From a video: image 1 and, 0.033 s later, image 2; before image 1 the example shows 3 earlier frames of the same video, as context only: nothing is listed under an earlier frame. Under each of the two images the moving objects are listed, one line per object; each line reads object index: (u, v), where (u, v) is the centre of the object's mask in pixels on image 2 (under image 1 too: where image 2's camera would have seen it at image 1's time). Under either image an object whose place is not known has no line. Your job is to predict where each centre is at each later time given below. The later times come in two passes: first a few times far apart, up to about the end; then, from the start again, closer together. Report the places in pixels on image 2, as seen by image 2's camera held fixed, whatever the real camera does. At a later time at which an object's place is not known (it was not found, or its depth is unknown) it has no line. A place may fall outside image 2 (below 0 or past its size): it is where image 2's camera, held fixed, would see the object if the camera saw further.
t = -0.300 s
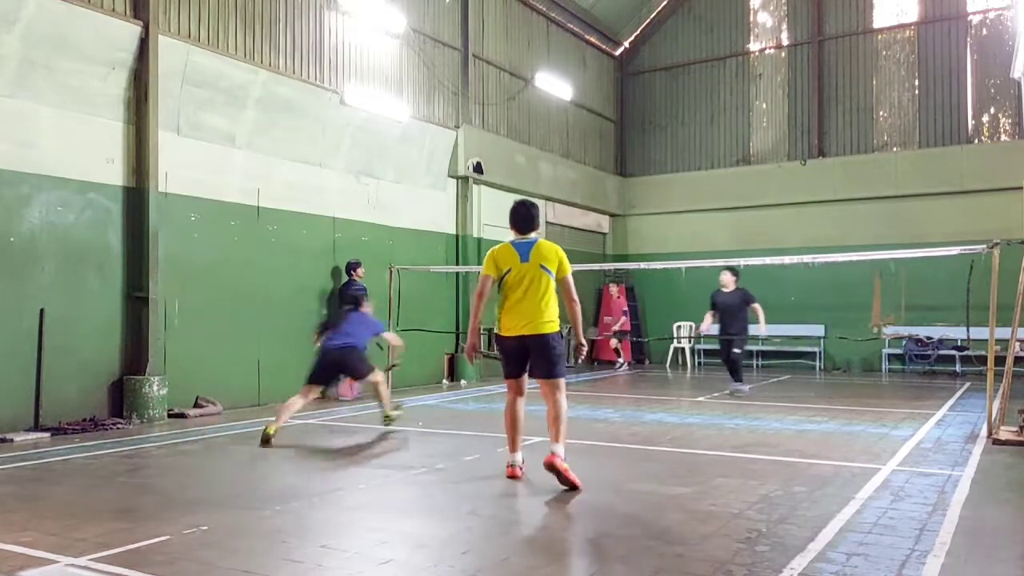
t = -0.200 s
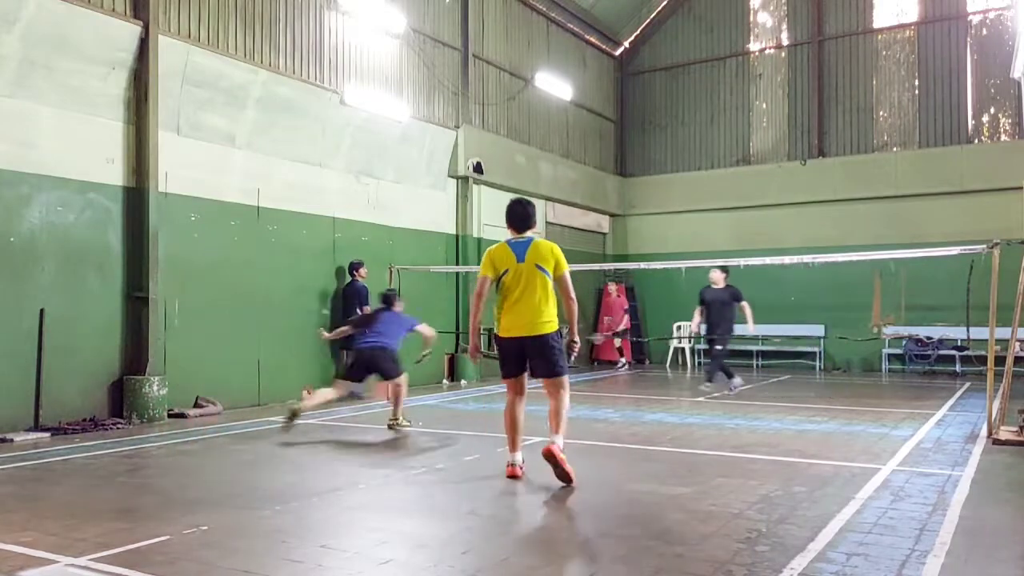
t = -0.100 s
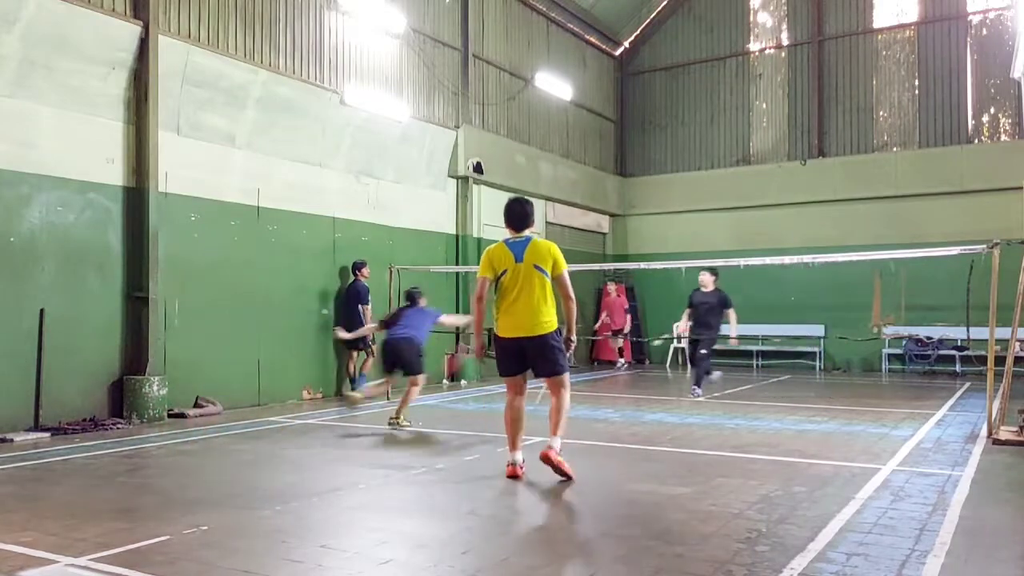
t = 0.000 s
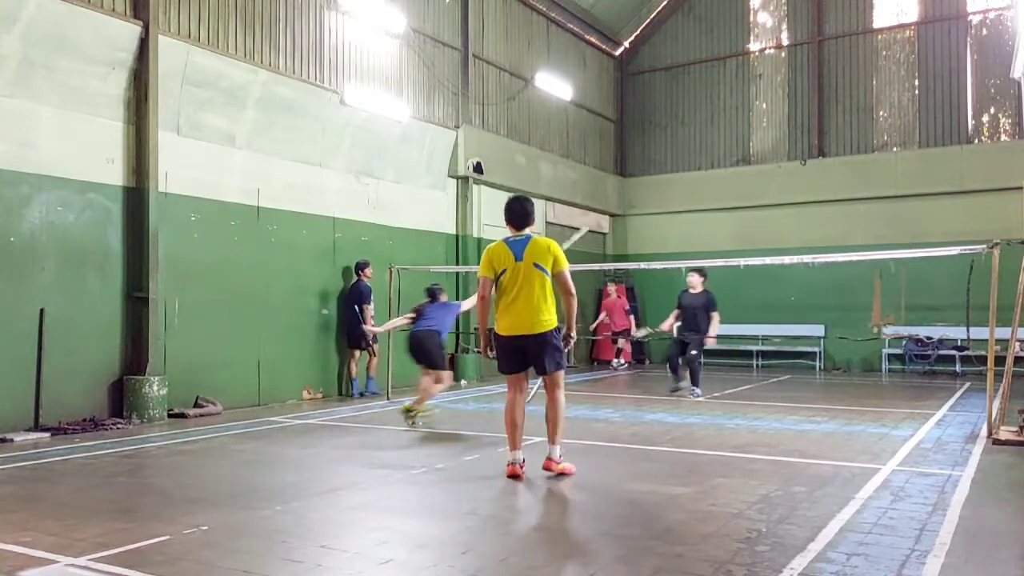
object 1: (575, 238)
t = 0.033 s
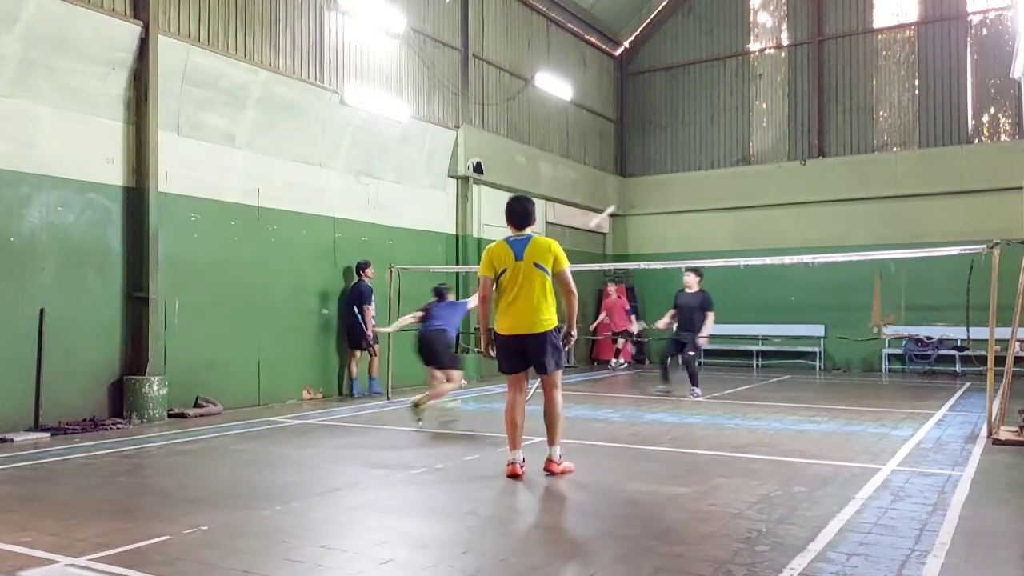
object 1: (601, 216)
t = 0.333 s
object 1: (765, 110)
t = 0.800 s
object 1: (901, 136)
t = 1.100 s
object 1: (960, 222)
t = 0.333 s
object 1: (765, 110)
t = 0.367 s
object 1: (777, 106)
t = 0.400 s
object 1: (788, 104)
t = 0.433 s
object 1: (801, 101)
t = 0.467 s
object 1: (811, 101)
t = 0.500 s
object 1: (821, 100)
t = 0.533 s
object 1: (832, 101)
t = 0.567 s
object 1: (841, 103)
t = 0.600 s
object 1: (850, 105)
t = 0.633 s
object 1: (860, 109)
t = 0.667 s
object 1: (868, 112)
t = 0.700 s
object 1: (877, 117)
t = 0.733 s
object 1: (886, 123)
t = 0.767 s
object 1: (893, 129)
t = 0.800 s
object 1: (901, 136)
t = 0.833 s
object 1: (909, 144)
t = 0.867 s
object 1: (916, 150)
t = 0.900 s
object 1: (923, 160)
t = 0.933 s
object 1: (930, 169)
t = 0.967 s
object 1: (937, 179)
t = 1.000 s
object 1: (942, 189)
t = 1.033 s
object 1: (948, 199)
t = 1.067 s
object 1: (954, 210)
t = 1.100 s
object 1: (960, 222)
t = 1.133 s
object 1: (965, 234)
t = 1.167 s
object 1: (969, 242)
